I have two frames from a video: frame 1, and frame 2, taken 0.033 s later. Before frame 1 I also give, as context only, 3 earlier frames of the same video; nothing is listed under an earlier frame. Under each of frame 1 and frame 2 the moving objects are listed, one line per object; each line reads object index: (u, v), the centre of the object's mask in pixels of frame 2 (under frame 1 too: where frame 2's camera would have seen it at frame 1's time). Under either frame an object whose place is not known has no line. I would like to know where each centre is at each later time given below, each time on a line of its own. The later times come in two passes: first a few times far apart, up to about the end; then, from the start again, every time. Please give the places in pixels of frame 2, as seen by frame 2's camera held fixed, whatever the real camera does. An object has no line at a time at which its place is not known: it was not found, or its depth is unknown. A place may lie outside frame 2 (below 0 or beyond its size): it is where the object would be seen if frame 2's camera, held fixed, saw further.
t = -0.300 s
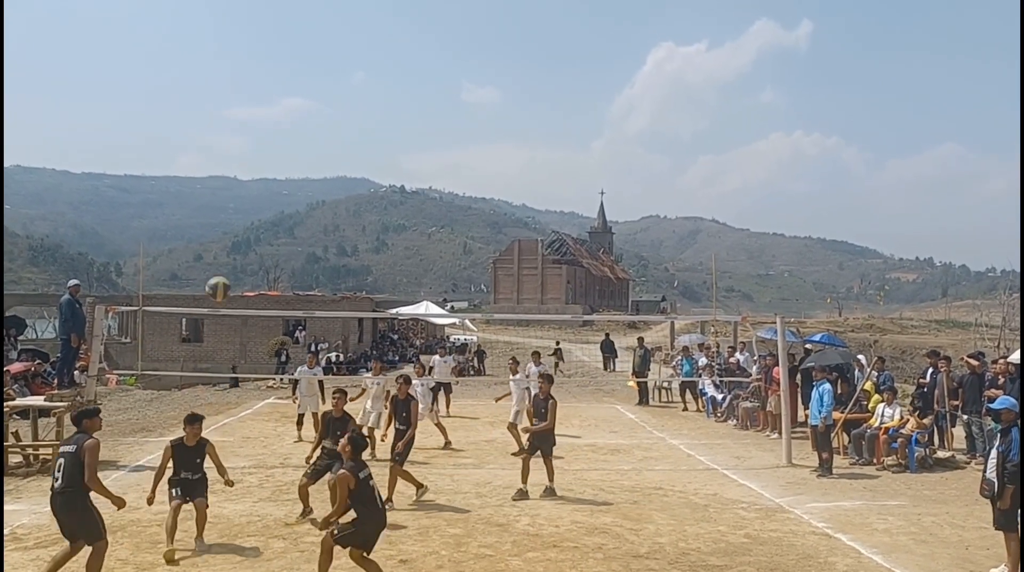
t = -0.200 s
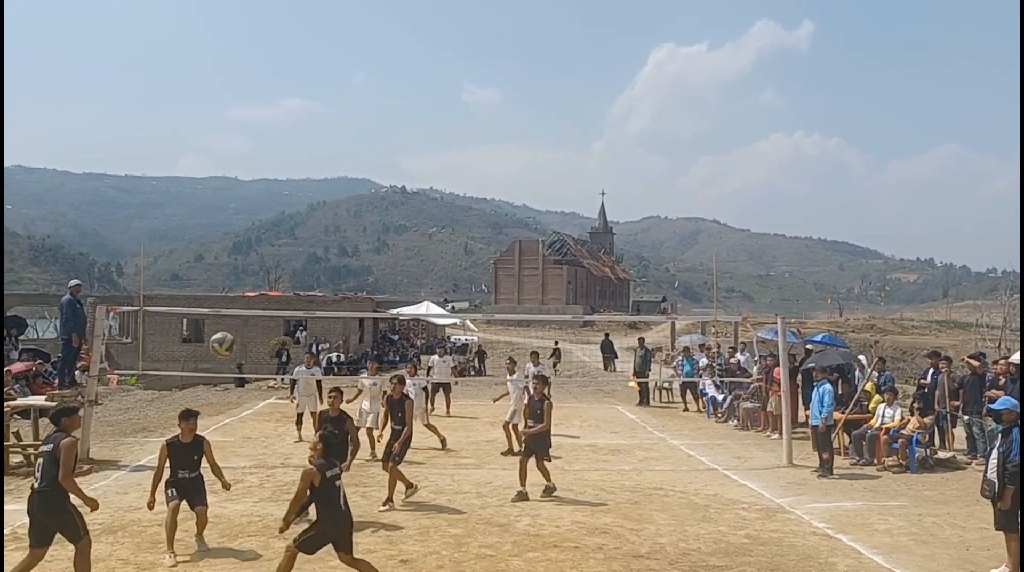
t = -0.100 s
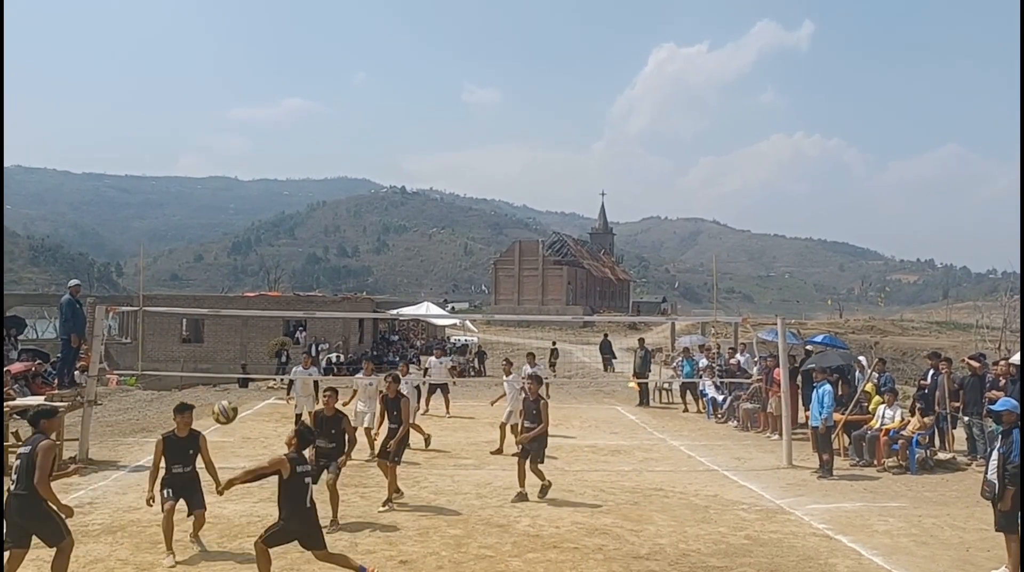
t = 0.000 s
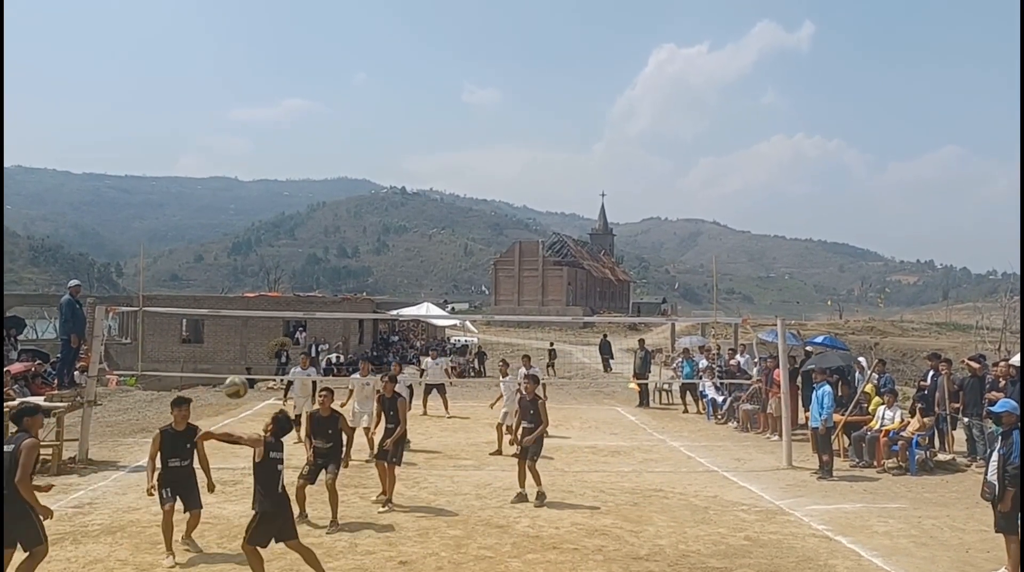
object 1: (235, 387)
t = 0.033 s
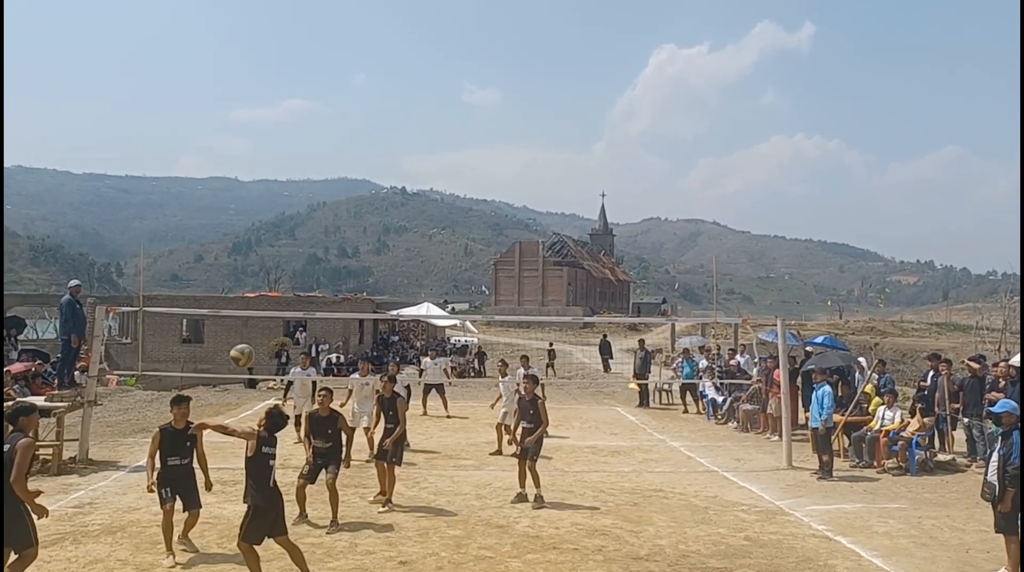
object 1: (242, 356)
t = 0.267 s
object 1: (285, 184)
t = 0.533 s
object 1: (331, 74)
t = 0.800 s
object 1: (374, 40)
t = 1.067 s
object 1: (415, 73)
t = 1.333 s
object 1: (451, 165)
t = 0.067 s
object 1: (248, 326)
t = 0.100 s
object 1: (254, 298)
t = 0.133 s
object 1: (261, 272)
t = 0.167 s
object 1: (267, 248)
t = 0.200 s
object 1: (273, 225)
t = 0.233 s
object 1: (279, 203)
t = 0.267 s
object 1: (285, 184)
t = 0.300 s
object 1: (291, 166)
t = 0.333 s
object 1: (296, 148)
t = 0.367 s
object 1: (302, 133)
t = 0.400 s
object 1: (308, 119)
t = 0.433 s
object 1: (314, 105)
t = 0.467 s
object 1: (320, 94)
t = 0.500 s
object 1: (325, 84)
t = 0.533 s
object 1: (331, 74)
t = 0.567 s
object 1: (336, 66)
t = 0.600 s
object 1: (342, 59)
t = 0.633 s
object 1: (348, 54)
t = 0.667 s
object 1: (353, 50)
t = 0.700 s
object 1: (358, 45)
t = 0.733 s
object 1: (364, 43)
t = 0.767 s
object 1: (369, 41)
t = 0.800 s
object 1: (374, 40)
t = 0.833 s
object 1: (379, 41)
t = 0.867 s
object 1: (384, 43)
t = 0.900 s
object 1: (389, 45)
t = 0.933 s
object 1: (394, 49)
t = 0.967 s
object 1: (400, 54)
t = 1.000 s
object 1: (405, 59)
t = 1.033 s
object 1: (409, 66)
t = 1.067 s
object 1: (415, 73)
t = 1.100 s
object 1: (419, 82)
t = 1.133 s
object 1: (423, 91)
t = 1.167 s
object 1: (429, 101)
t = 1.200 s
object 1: (433, 113)
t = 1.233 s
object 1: (438, 124)
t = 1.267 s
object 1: (442, 137)
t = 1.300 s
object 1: (447, 151)
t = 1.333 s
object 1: (451, 165)
